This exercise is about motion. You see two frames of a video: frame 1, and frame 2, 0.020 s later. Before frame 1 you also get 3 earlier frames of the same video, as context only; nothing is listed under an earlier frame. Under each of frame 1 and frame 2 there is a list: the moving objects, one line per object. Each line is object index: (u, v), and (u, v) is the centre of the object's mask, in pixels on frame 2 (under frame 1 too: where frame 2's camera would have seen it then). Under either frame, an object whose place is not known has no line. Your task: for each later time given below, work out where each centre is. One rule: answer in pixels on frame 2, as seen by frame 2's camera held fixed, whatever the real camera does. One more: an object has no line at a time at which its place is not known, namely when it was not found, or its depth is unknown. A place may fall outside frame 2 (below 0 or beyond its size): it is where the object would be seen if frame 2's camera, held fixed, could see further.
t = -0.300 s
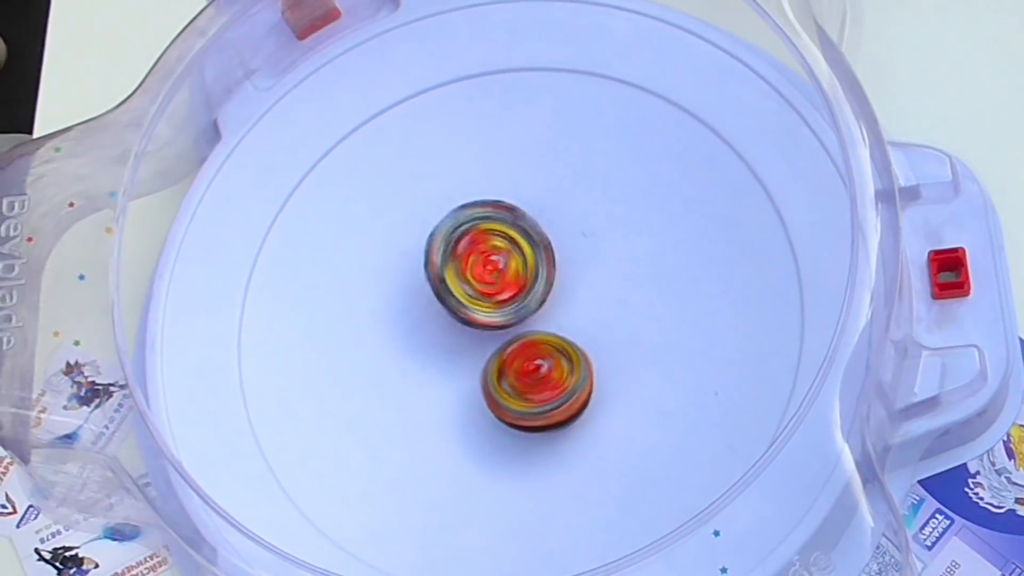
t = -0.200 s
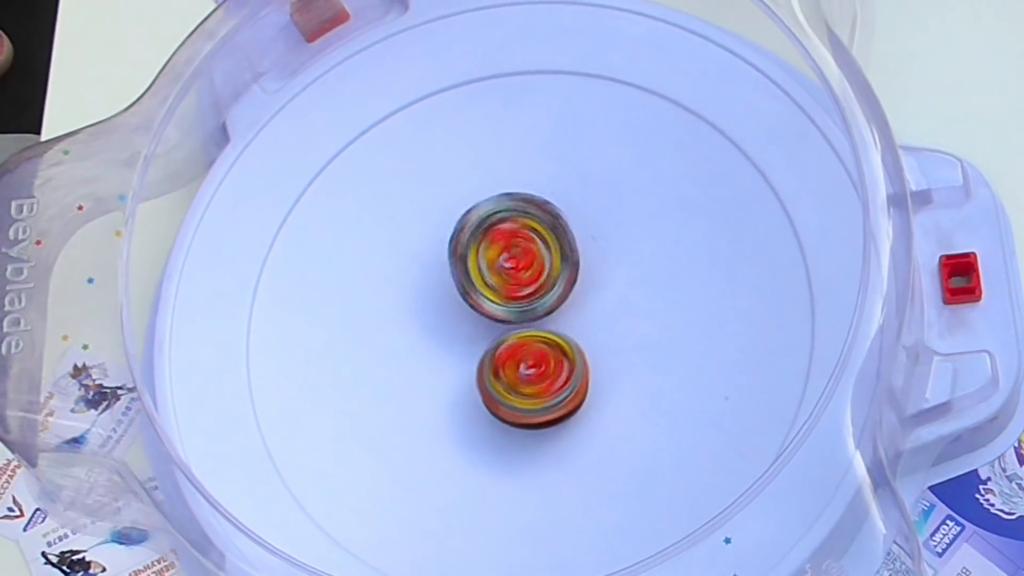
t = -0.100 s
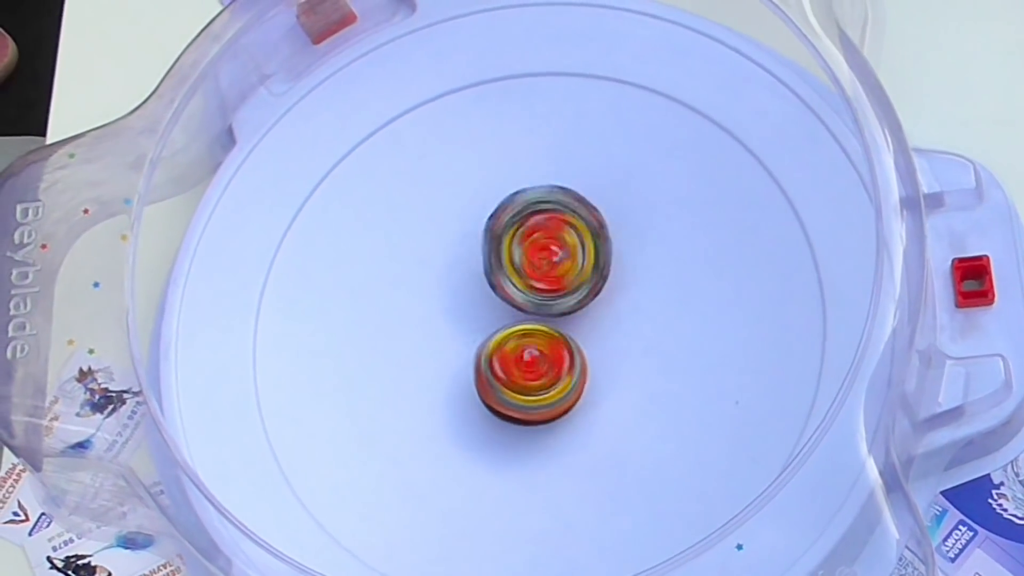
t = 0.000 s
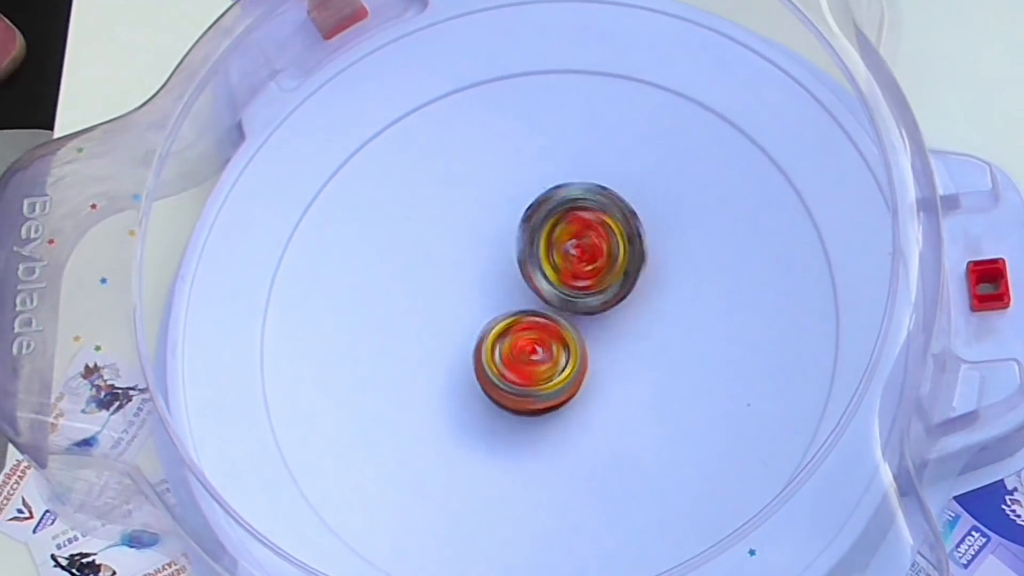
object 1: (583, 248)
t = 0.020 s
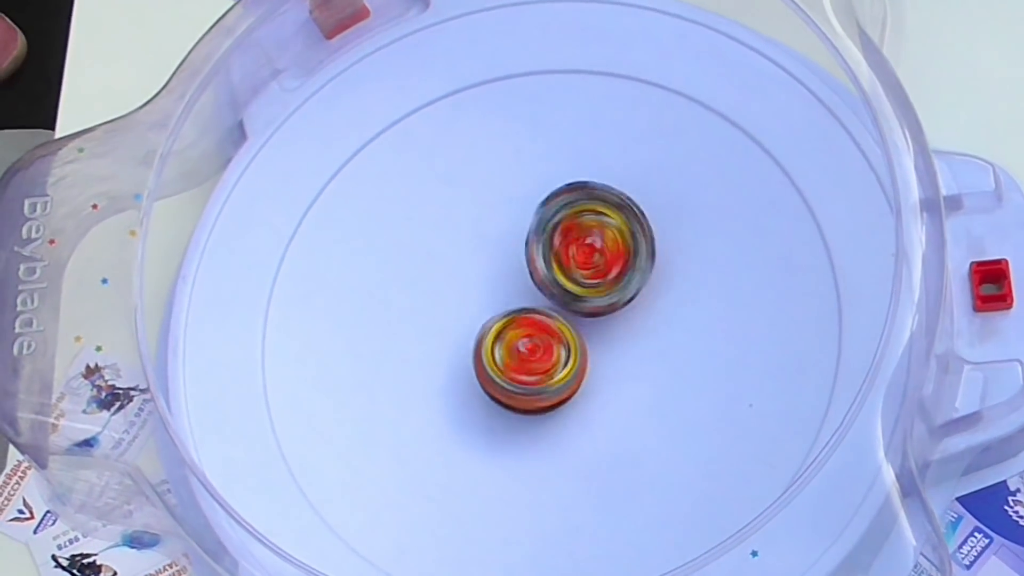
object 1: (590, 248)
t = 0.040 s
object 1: (594, 252)
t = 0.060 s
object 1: (597, 253)
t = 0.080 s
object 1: (606, 251)
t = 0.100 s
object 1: (612, 256)
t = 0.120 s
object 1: (615, 262)
